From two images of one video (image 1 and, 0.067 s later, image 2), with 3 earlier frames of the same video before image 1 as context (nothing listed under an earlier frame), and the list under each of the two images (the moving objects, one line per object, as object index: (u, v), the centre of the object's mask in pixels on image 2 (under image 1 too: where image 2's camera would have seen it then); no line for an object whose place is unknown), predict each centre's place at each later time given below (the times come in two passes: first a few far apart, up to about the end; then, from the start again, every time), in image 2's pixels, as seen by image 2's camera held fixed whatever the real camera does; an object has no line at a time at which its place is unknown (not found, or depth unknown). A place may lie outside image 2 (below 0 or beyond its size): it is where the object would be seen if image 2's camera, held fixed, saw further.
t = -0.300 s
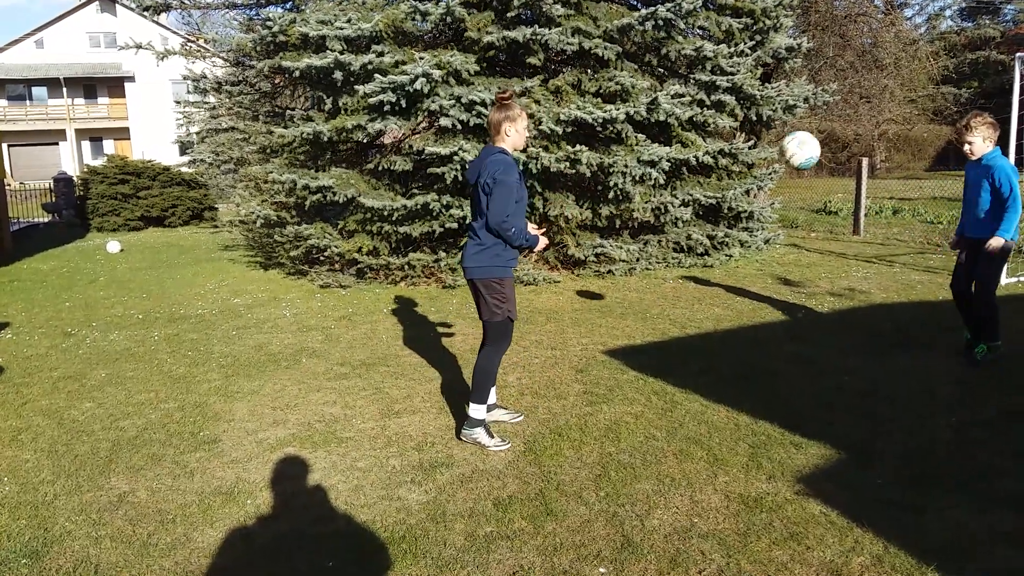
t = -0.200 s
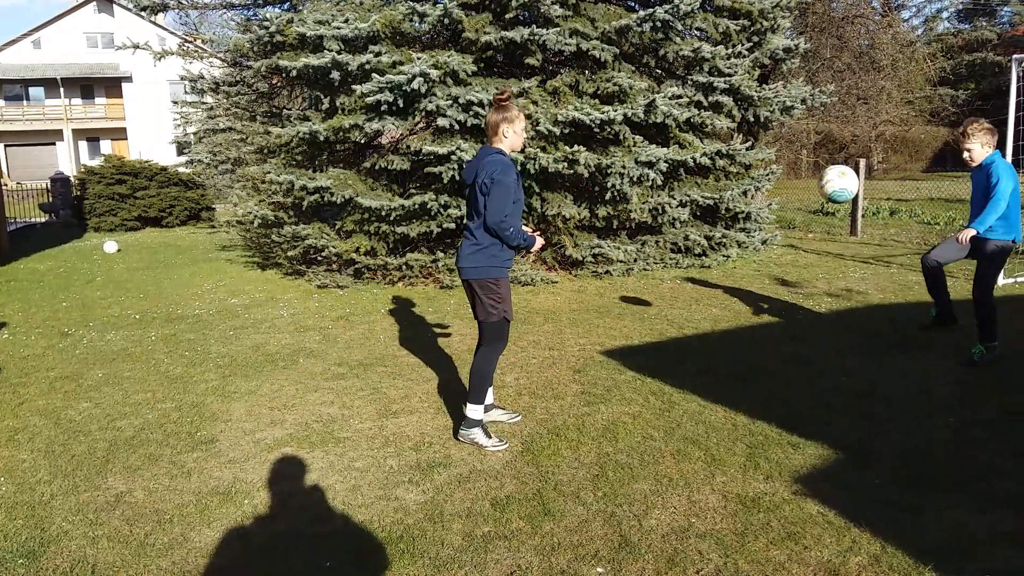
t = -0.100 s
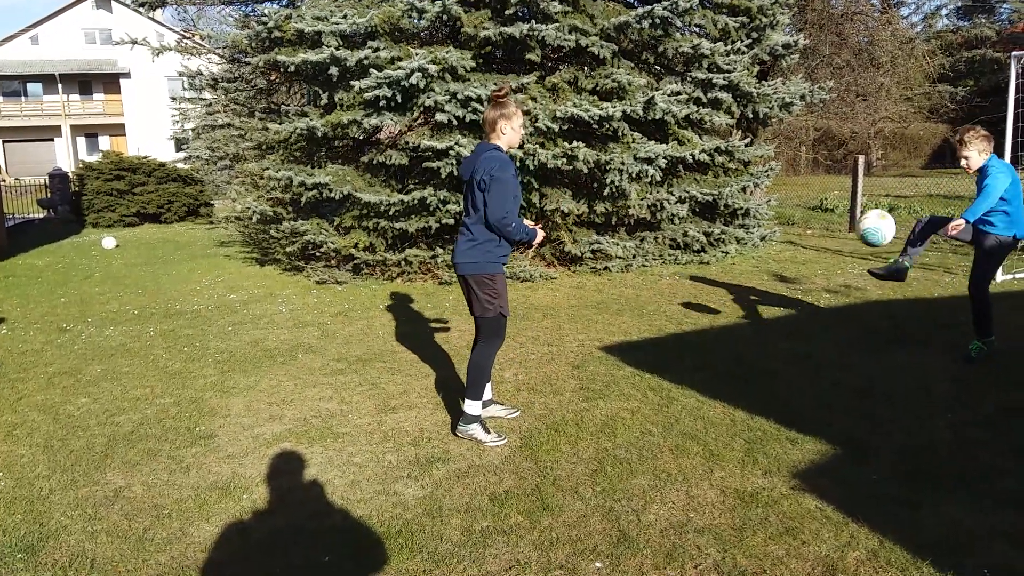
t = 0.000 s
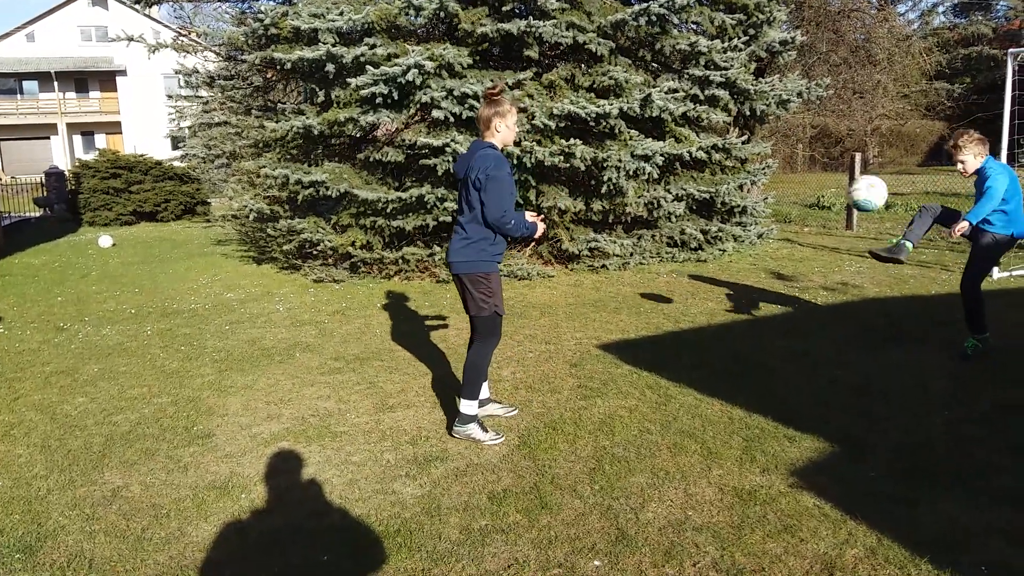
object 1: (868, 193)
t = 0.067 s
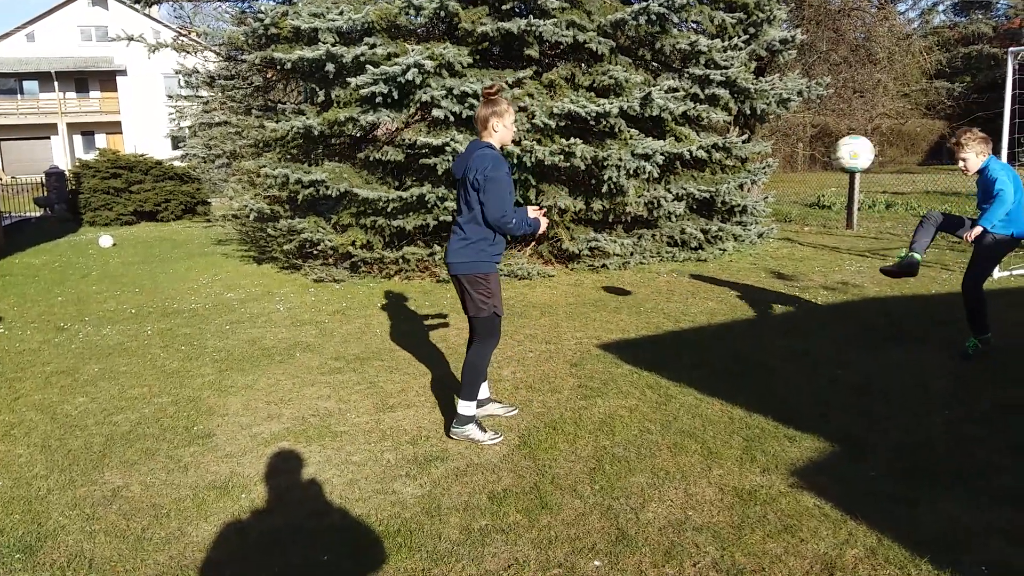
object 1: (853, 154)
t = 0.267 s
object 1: (800, 69)
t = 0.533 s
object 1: (707, 59)
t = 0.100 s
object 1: (846, 136)
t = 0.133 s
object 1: (839, 119)
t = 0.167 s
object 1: (829, 104)
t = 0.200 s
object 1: (819, 91)
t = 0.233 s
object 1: (810, 79)
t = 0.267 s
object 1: (800, 69)
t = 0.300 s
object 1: (790, 60)
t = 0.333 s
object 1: (780, 53)
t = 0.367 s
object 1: (769, 48)
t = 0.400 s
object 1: (758, 46)
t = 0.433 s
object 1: (746, 44)
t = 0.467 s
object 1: (734, 46)
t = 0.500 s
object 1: (720, 51)
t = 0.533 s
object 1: (707, 59)
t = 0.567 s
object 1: (693, 68)
